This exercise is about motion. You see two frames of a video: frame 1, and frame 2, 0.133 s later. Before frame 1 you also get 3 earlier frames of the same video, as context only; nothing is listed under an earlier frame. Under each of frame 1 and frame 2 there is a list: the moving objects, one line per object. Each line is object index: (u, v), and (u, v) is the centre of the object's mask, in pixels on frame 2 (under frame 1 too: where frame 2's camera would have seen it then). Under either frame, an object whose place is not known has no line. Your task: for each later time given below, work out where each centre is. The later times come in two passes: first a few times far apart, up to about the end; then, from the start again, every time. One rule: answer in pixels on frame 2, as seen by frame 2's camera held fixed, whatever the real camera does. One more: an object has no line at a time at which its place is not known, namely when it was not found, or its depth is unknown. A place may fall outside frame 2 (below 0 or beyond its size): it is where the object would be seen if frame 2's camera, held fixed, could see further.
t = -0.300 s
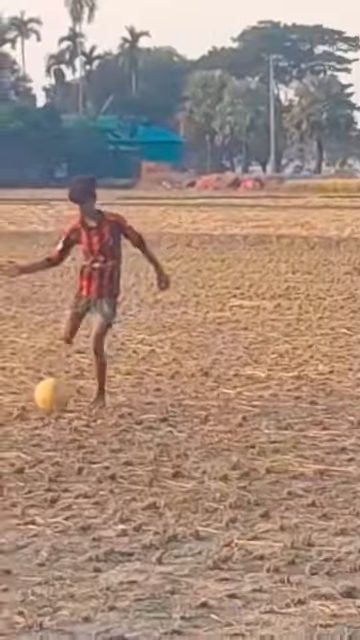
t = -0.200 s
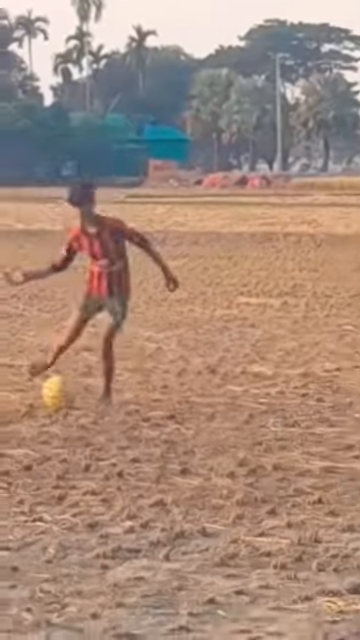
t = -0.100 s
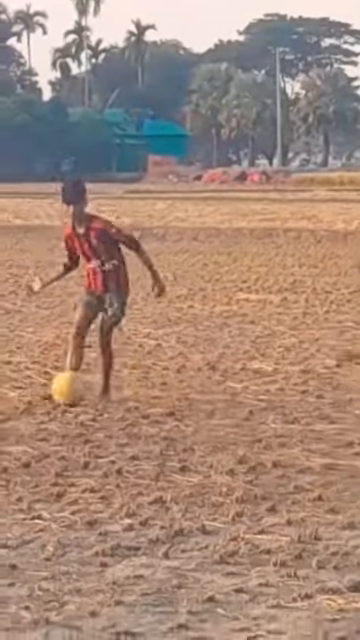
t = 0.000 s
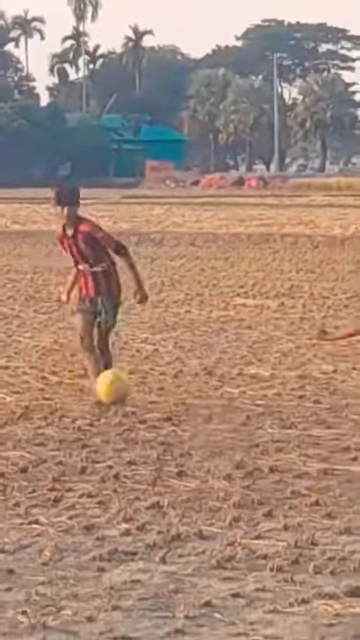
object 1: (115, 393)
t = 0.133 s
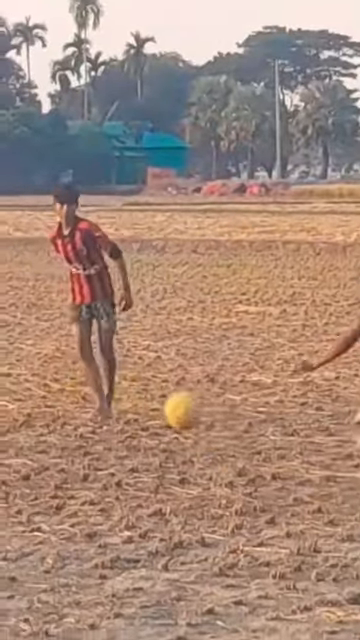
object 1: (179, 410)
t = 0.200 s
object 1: (218, 428)
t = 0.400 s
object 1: (268, 390)
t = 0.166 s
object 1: (198, 419)
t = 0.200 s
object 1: (218, 428)
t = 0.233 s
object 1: (225, 418)
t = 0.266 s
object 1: (234, 408)
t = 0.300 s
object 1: (242, 402)
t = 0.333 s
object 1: (250, 396)
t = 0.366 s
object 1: (258, 392)
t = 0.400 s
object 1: (268, 390)
